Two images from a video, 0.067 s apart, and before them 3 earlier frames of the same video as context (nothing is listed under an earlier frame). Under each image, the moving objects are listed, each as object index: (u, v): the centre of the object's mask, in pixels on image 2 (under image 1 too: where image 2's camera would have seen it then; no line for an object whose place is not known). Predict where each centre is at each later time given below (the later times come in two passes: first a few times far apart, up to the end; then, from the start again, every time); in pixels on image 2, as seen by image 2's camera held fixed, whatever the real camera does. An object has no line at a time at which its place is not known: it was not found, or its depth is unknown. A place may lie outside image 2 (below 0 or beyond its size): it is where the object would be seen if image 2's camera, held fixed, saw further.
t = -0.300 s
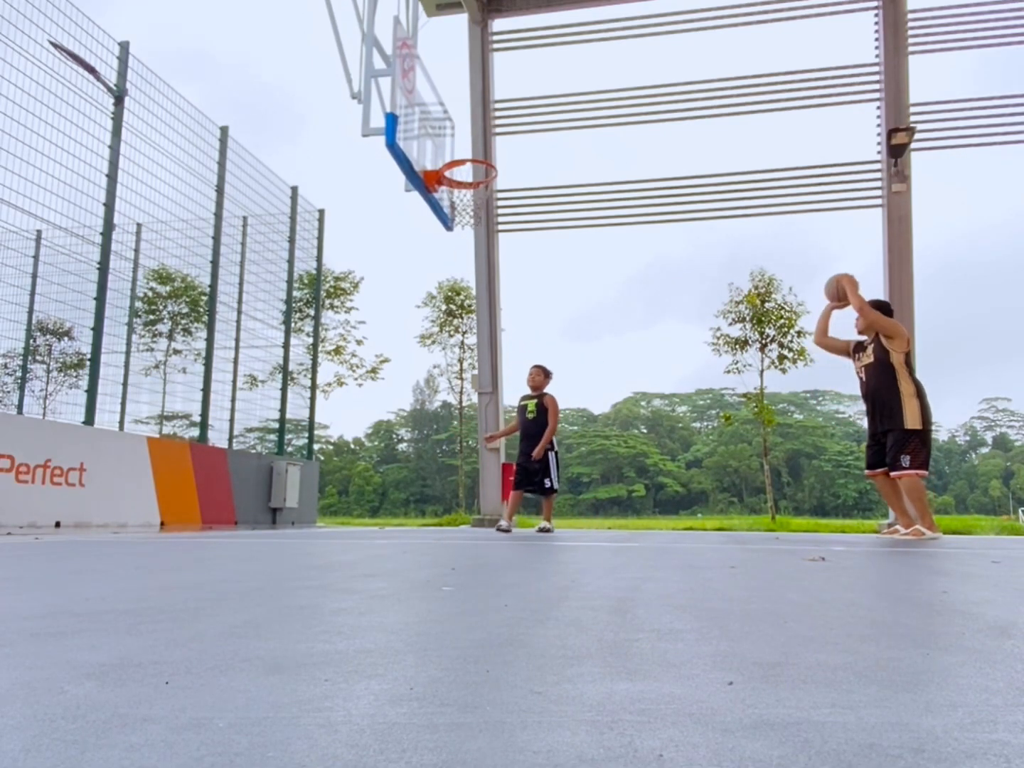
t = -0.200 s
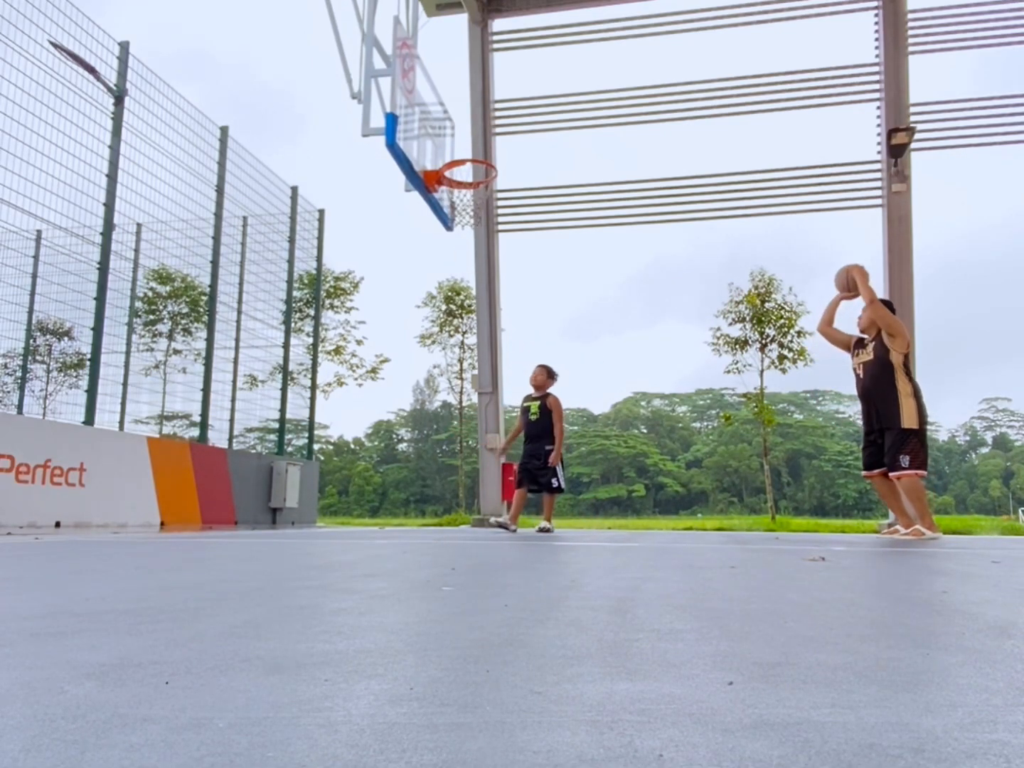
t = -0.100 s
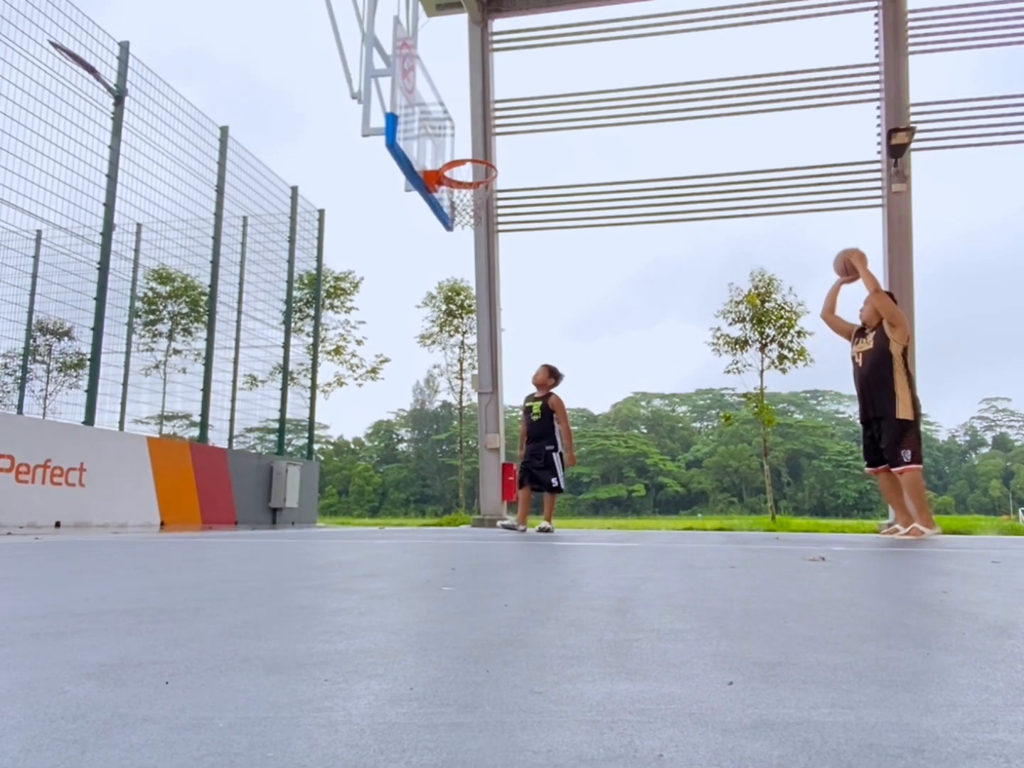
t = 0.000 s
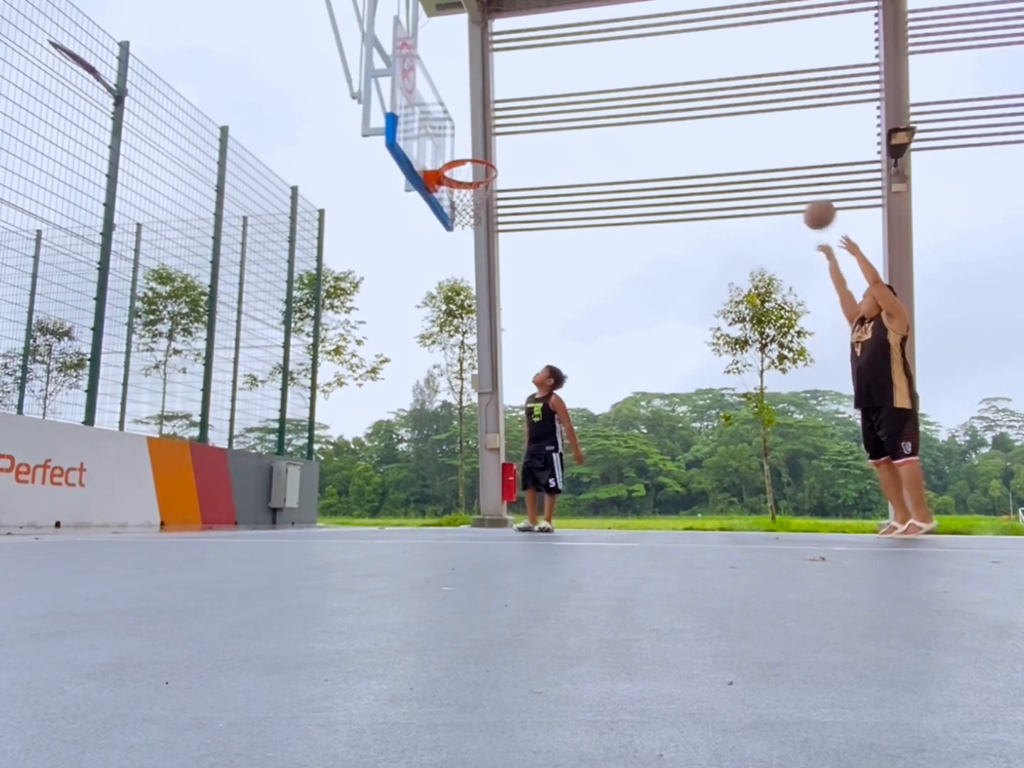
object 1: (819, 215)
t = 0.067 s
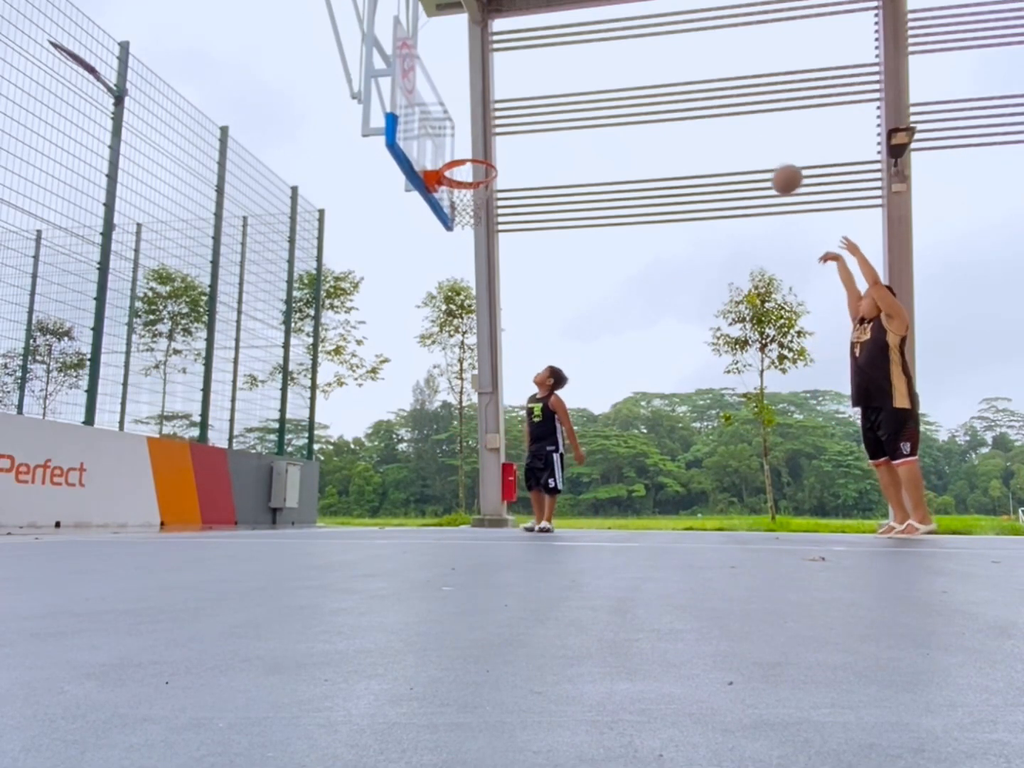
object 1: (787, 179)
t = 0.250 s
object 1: (703, 114)
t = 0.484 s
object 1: (608, 90)
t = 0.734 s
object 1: (513, 130)
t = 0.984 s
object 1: (448, 198)
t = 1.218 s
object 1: (462, 213)
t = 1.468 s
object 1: (491, 275)
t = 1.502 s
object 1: (494, 288)
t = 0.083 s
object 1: (779, 171)
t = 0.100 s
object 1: (770, 164)
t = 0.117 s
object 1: (763, 157)
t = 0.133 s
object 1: (755, 150)
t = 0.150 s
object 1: (748, 144)
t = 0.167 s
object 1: (740, 138)
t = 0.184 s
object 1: (733, 133)
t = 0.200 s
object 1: (725, 128)
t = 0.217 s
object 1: (718, 122)
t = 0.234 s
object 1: (711, 118)
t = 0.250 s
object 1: (703, 114)
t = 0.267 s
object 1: (696, 110)
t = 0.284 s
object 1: (689, 106)
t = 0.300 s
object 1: (682, 104)
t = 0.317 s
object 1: (675, 100)
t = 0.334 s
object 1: (668, 98)
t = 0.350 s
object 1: (661, 96)
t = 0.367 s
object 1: (654, 94)
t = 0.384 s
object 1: (648, 93)
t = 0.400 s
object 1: (641, 91)
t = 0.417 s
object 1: (634, 91)
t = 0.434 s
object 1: (628, 90)
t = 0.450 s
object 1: (621, 90)
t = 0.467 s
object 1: (615, 90)
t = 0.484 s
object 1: (608, 90)
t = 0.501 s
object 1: (601, 91)
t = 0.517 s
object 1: (595, 92)
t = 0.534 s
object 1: (589, 93)
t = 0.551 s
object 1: (582, 95)
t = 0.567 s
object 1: (576, 97)
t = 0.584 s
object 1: (569, 98)
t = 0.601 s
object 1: (563, 101)
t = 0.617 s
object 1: (556, 104)
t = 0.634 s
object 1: (550, 107)
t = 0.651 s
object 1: (544, 110)
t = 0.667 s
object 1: (538, 113)
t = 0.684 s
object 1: (531, 117)
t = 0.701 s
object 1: (525, 121)
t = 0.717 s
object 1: (519, 126)
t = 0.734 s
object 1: (513, 130)
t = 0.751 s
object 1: (507, 136)
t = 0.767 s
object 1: (500, 141)
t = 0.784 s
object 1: (494, 147)
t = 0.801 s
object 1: (489, 152)
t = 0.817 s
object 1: (482, 158)
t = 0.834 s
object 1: (477, 166)
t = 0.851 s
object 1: (471, 173)
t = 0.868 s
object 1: (462, 178)
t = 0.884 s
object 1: (457, 186)
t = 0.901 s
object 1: (451, 192)
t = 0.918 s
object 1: (448, 196)
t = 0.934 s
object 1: (446, 197)
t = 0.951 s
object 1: (446, 198)
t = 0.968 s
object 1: (446, 198)
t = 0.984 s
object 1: (448, 198)
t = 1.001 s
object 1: (447, 198)
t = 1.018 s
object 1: (446, 198)
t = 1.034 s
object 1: (447, 198)
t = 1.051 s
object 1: (447, 198)
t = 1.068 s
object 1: (448, 199)
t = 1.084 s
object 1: (449, 201)
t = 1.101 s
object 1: (450, 202)
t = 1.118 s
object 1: (451, 203)
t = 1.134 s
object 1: (452, 205)
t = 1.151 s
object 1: (454, 207)
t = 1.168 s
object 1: (456, 208)
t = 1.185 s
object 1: (458, 210)
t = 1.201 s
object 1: (459, 212)
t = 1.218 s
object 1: (462, 213)
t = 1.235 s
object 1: (464, 216)
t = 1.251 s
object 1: (466, 218)
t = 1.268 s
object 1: (468, 221)
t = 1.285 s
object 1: (470, 224)
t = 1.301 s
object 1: (471, 227)
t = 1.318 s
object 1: (473, 230)
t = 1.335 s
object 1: (475, 234)
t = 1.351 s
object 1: (477, 238)
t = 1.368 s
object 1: (478, 242)
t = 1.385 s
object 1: (480, 247)
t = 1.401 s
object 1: (482, 252)
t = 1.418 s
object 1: (485, 257)
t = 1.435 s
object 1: (487, 262)
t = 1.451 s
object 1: (489, 268)
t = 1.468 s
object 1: (491, 275)
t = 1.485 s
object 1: (492, 281)
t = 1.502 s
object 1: (494, 288)
